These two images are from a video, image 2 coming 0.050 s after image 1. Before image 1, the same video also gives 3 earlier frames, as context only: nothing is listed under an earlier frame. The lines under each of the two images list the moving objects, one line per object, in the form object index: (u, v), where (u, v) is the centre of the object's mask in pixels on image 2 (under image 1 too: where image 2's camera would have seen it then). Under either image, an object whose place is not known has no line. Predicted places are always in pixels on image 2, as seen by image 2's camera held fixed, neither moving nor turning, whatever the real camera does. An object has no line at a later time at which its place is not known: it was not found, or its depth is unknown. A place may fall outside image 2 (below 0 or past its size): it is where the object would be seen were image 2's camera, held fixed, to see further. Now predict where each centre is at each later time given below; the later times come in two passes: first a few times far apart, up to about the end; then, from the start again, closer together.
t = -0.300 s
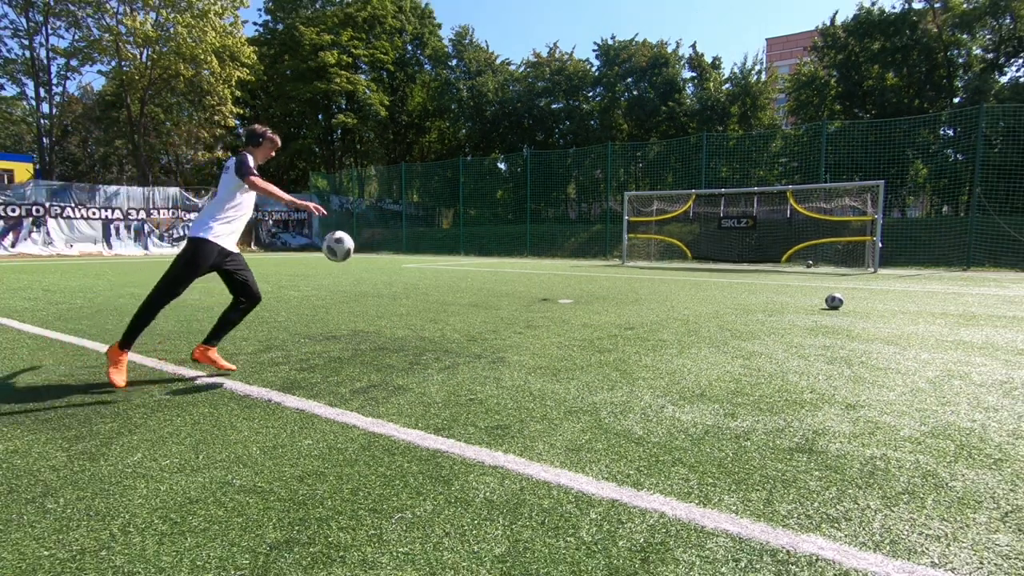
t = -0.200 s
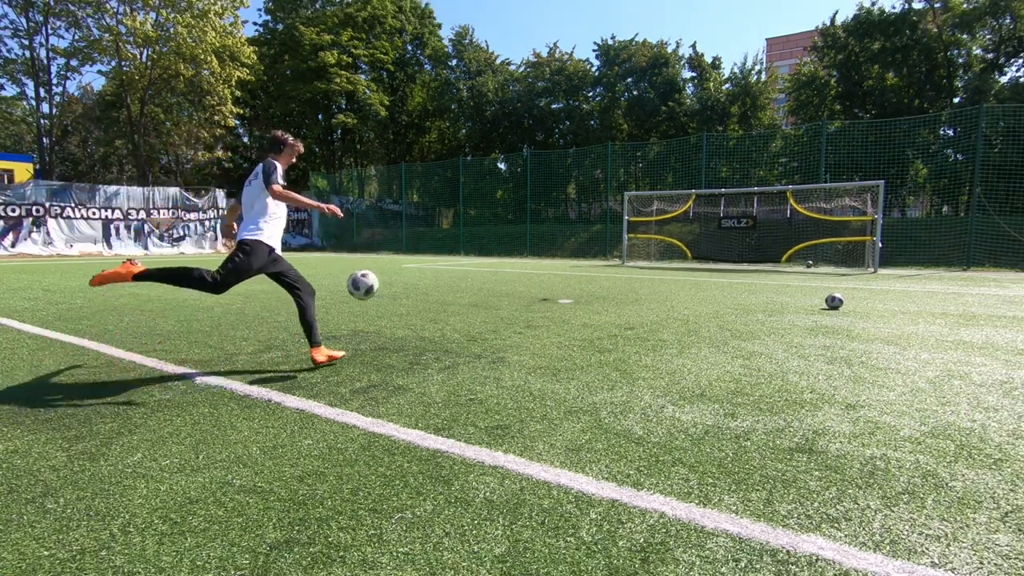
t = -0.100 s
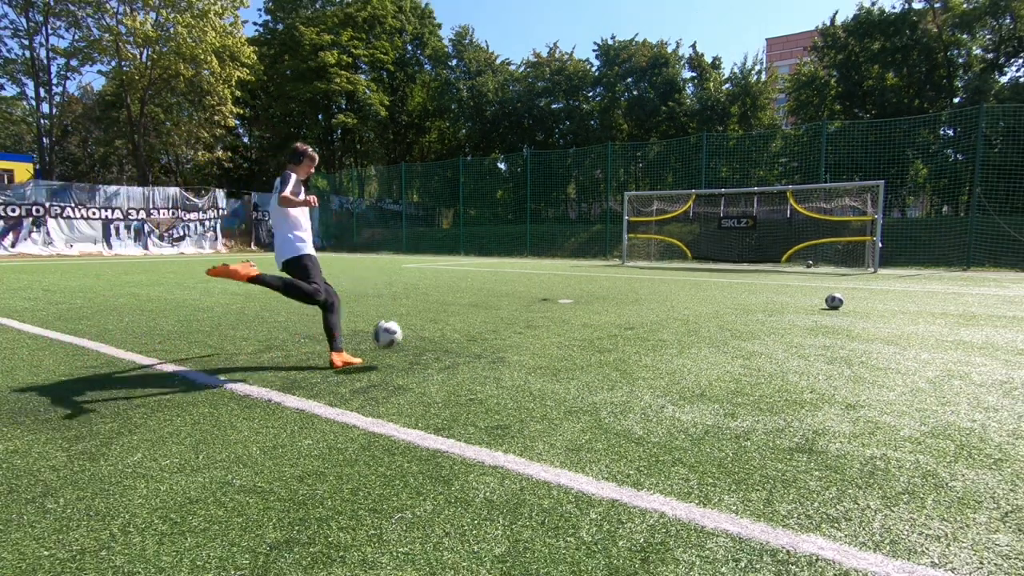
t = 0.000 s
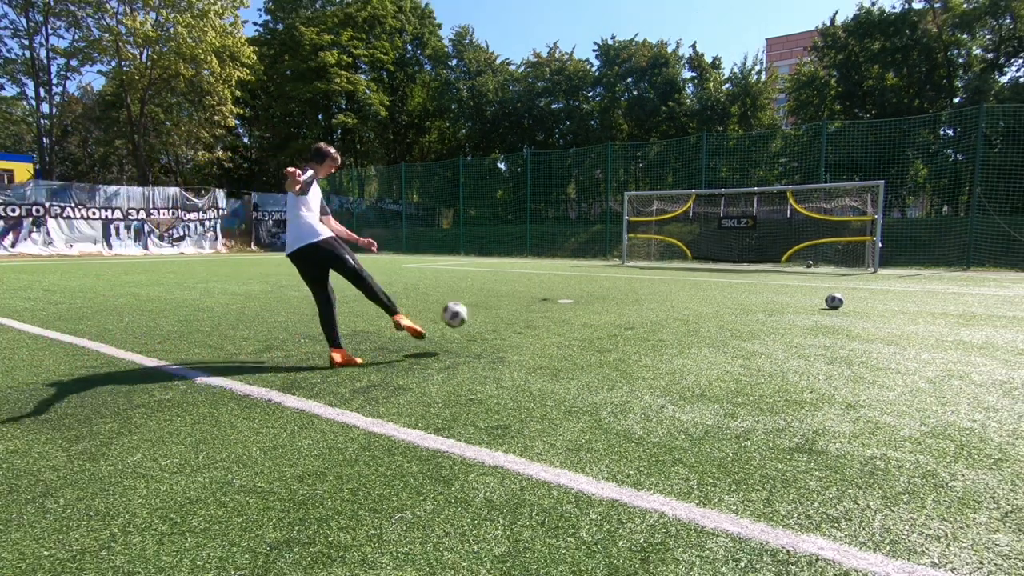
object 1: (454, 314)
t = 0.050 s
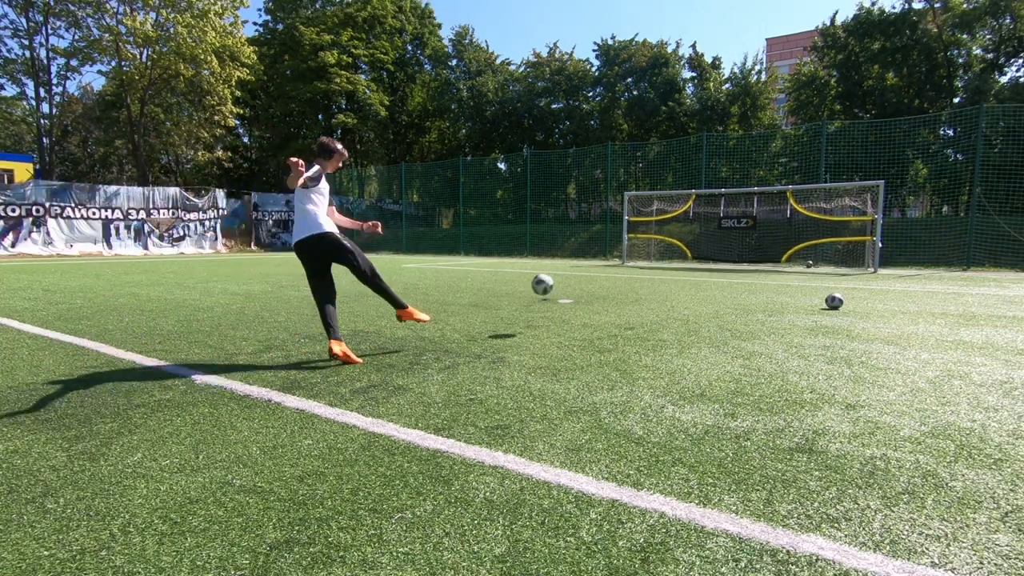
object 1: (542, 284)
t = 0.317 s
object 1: (735, 220)
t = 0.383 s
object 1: (756, 215)
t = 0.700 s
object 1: (810, 204)
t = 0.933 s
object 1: (826, 221)
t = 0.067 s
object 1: (569, 276)
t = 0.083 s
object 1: (592, 267)
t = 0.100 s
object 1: (603, 264)
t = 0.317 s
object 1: (735, 220)
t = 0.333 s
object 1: (741, 219)
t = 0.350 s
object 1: (745, 218)
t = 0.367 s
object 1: (751, 215)
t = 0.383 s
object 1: (756, 215)
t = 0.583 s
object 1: (796, 206)
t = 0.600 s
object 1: (796, 205)
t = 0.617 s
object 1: (800, 206)
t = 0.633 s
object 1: (803, 205)
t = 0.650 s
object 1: (804, 205)
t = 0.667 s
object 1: (806, 204)
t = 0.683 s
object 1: (808, 204)
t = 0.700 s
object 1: (810, 204)
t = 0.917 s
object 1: (828, 218)
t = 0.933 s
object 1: (826, 221)
